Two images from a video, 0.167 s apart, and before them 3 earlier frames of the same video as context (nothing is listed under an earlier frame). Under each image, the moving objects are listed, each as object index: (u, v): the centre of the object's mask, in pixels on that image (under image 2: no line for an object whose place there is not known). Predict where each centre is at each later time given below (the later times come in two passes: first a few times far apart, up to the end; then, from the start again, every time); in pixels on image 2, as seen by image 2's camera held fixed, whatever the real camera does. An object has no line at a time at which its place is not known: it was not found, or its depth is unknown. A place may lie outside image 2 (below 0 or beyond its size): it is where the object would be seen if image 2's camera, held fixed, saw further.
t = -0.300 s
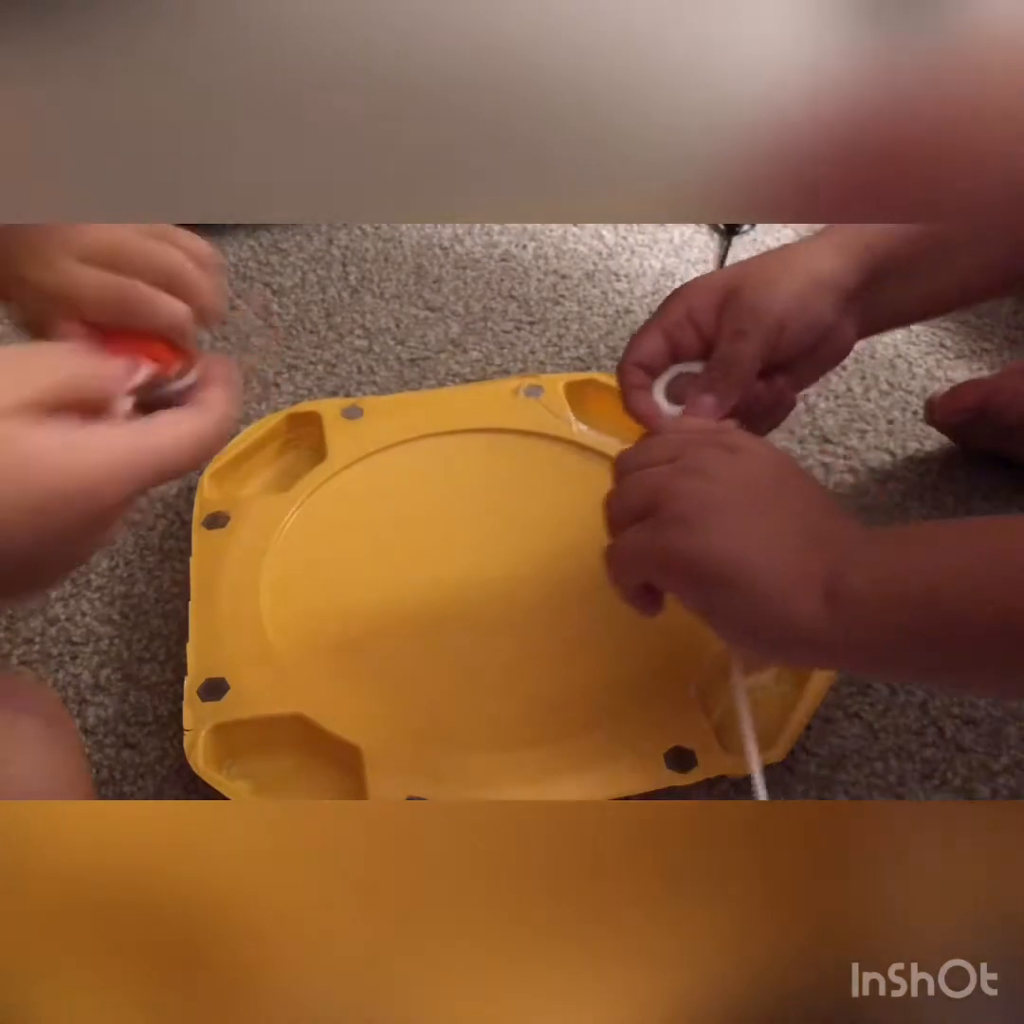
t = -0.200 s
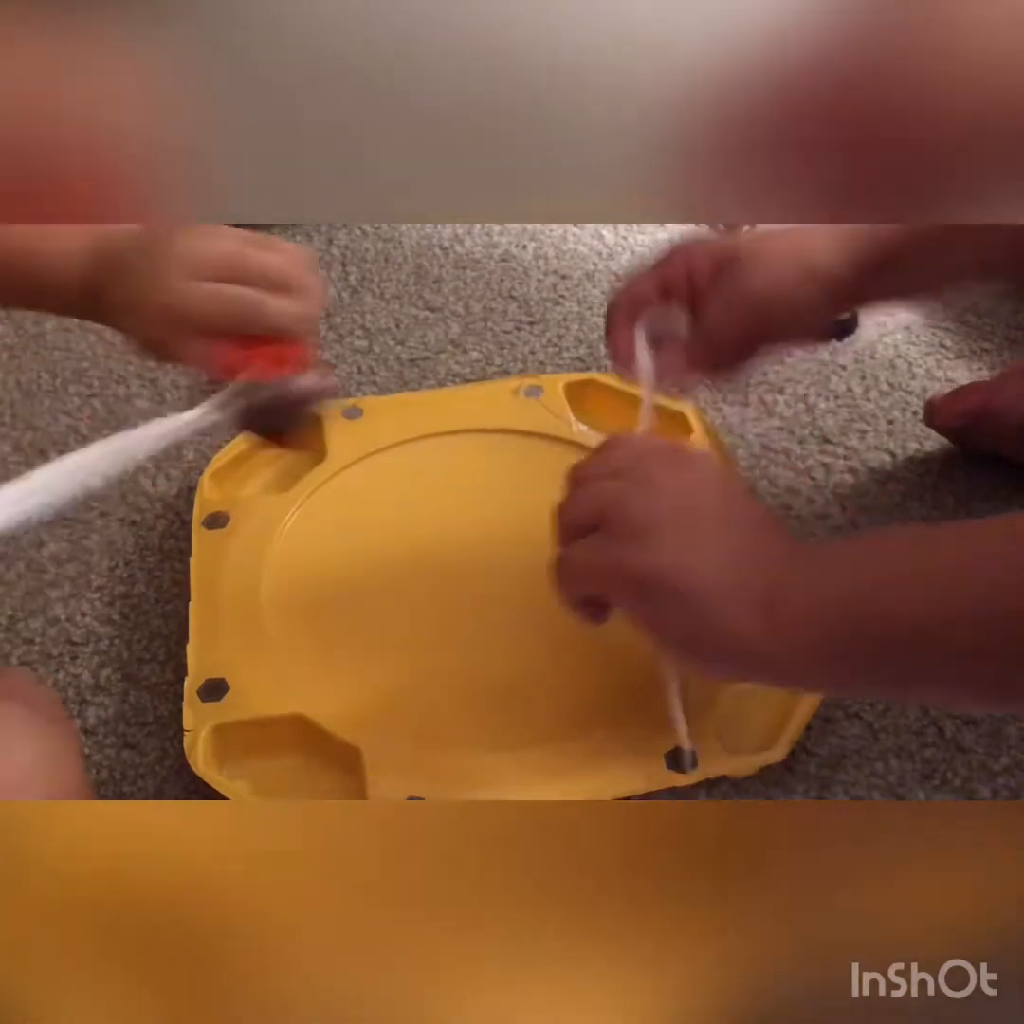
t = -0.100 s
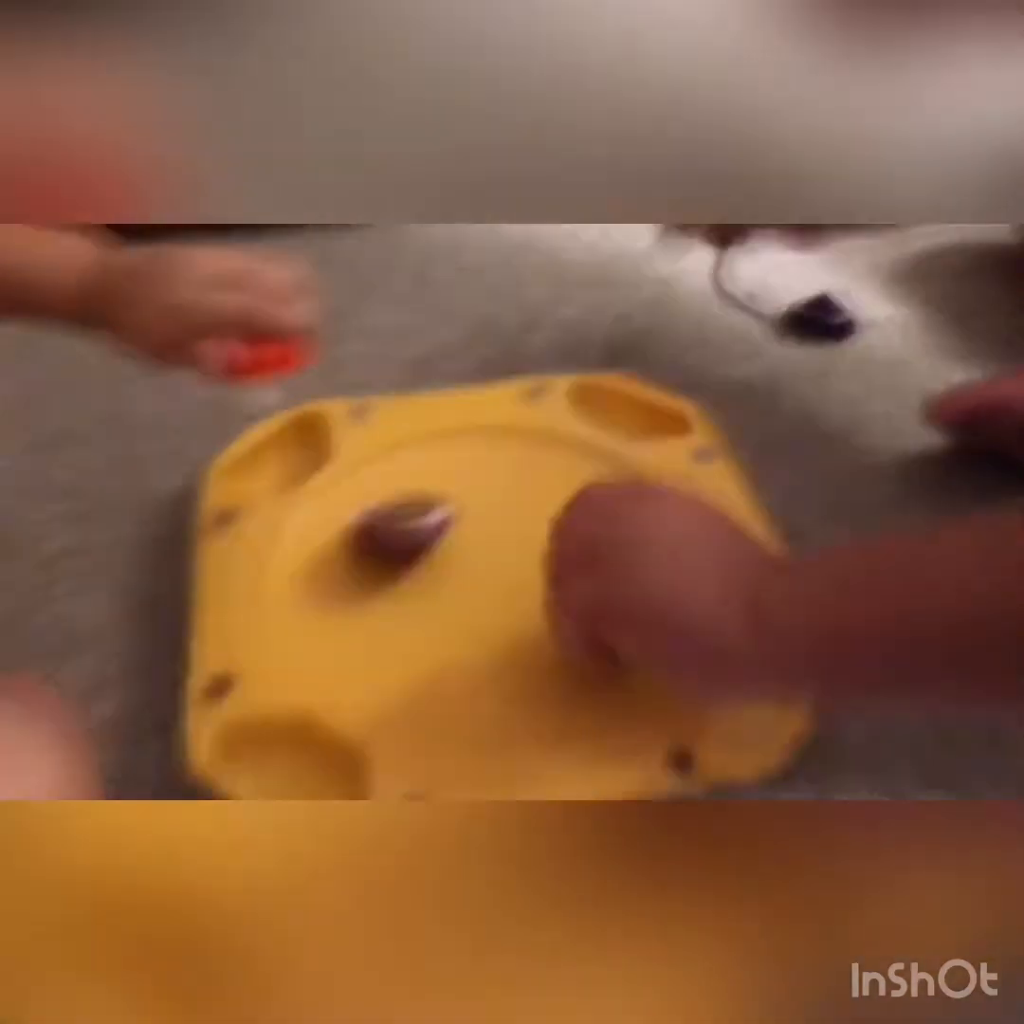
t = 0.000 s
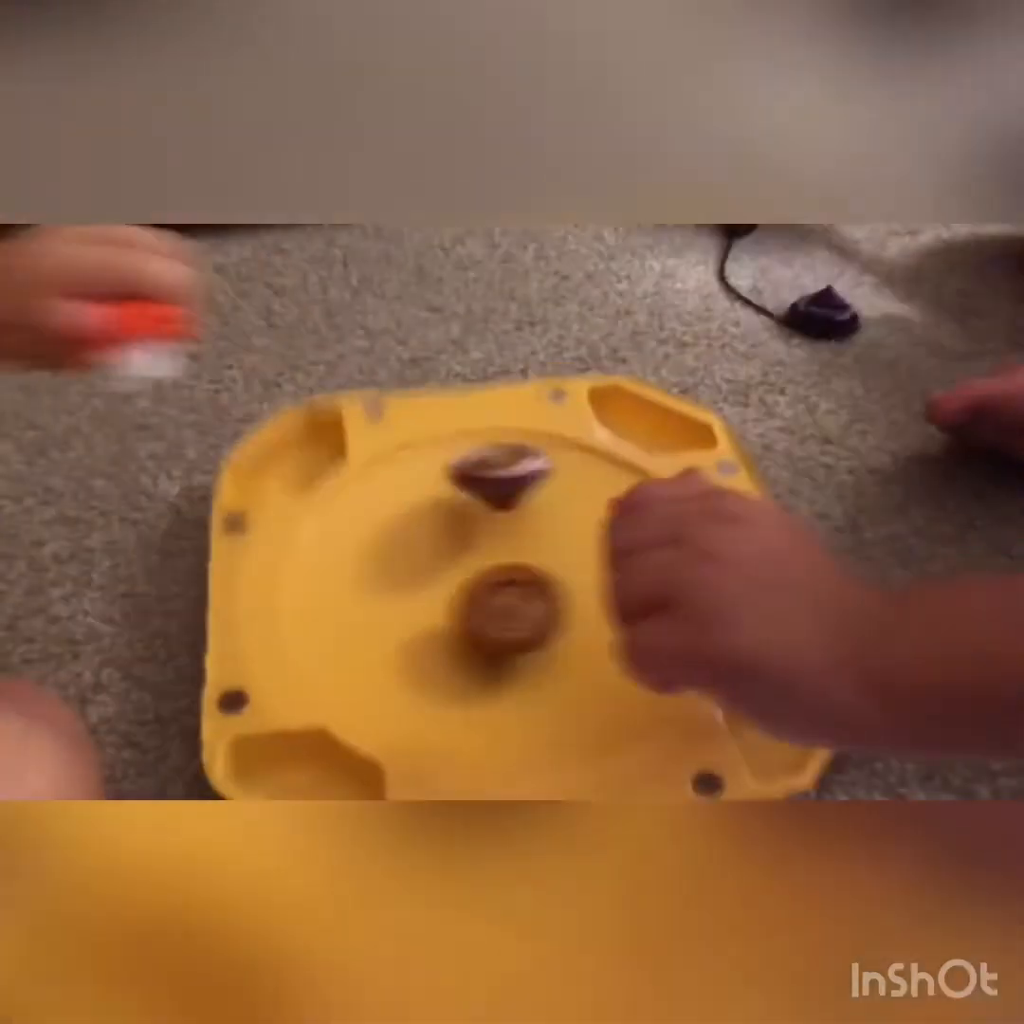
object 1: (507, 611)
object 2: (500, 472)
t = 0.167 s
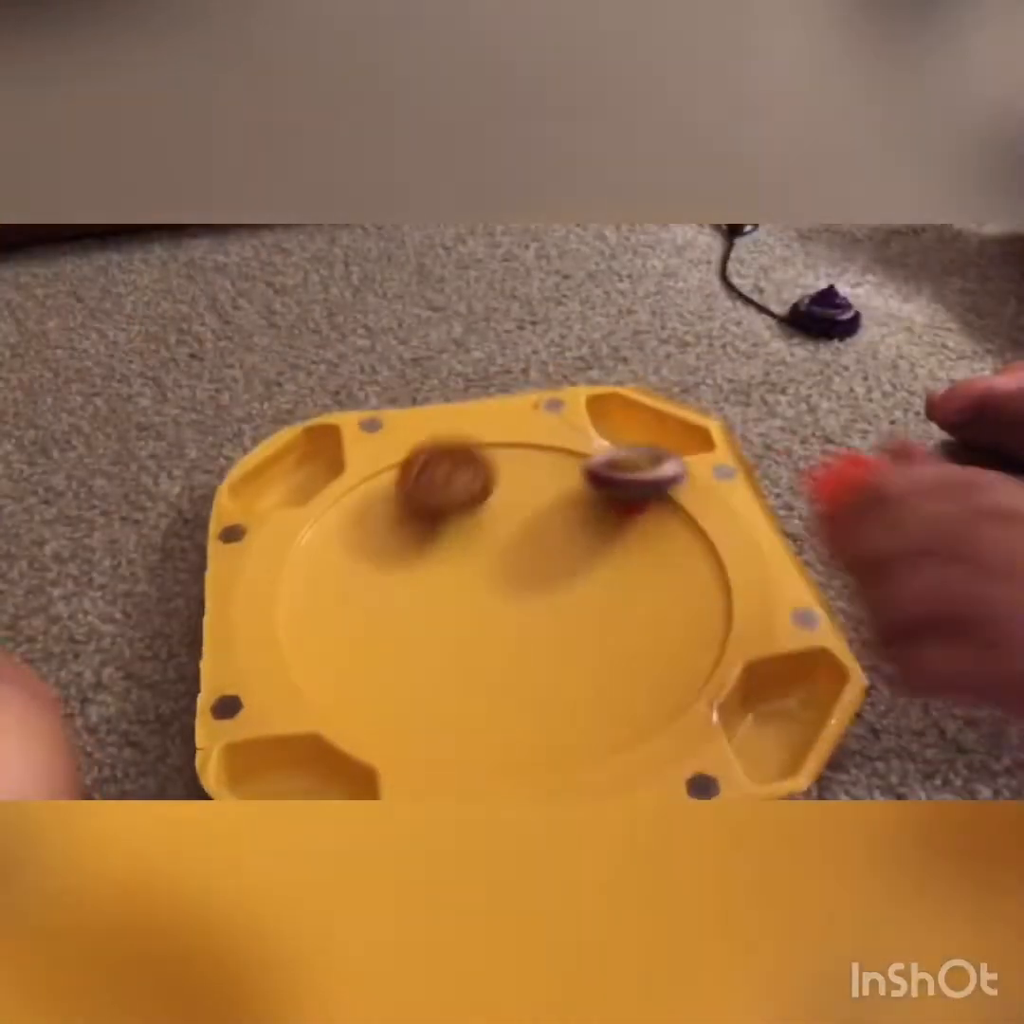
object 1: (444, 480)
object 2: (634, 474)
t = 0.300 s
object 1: (585, 427)
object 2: (665, 519)
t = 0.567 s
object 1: (556, 601)
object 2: (434, 650)
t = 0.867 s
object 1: (515, 452)
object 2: (300, 626)
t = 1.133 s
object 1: (688, 612)
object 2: (304, 519)
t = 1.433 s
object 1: (803, 701)
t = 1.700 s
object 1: (810, 699)
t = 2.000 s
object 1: (794, 675)
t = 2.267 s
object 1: (813, 738)
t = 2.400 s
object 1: (769, 768)
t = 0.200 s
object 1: (467, 455)
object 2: (649, 480)
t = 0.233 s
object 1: (501, 433)
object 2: (659, 491)
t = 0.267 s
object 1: (541, 426)
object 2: (665, 505)
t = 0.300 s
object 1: (585, 427)
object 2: (665, 519)
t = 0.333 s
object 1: (629, 447)
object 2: (658, 537)
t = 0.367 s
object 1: (662, 472)
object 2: (645, 554)
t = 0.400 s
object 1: (681, 499)
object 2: (628, 574)
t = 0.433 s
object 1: (681, 530)
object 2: (601, 593)
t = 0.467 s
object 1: (663, 559)
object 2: (566, 612)
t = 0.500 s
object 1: (632, 582)
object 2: (532, 623)
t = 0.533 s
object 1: (599, 594)
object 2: (484, 638)
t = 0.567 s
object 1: (556, 601)
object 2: (434, 650)
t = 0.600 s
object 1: (514, 594)
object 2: (388, 658)
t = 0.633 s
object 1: (478, 578)
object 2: (351, 655)
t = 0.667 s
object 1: (450, 559)
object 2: (328, 654)
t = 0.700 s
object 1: (432, 538)
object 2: (309, 656)
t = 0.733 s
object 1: (431, 512)
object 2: (297, 650)
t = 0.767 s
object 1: (439, 489)
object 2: (289, 644)
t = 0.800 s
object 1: (459, 469)
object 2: (286, 637)
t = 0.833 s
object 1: (484, 457)
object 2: (289, 630)
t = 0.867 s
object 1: (515, 452)
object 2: (300, 626)
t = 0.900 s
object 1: (547, 458)
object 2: (315, 616)
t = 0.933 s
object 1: (573, 476)
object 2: (334, 607)
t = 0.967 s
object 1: (588, 501)
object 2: (356, 597)
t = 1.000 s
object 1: (591, 528)
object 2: (379, 589)
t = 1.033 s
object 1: (576, 555)
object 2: (403, 579)
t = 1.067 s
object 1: (552, 577)
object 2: (426, 571)
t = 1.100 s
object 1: (597, 591)
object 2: (391, 551)
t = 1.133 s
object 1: (688, 612)
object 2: (304, 519)
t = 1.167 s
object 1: (734, 621)
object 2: (225, 491)
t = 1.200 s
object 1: (766, 635)
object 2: (157, 467)
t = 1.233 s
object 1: (799, 674)
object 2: (87, 459)
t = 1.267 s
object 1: (817, 701)
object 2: (40, 467)
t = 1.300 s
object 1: (816, 700)
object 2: (12, 485)
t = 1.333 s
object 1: (811, 705)
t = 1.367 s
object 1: (804, 717)
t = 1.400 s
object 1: (800, 706)
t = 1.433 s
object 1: (803, 701)
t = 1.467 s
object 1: (813, 688)
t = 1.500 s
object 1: (818, 688)
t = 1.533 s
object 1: (817, 689)
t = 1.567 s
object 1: (809, 693)
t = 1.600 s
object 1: (809, 699)
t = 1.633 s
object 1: (811, 696)
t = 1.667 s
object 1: (811, 699)
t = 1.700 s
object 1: (810, 699)
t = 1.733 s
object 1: (811, 699)
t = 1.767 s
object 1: (810, 701)
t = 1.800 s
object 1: (799, 709)
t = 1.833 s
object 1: (798, 712)
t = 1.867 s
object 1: (809, 709)
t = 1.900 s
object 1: (818, 704)
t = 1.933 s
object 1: (821, 699)
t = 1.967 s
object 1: (817, 703)
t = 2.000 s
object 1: (794, 675)
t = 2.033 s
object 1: (790, 654)
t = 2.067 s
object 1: (791, 650)
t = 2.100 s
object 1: (807, 662)
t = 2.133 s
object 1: (814, 679)
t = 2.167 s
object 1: (830, 690)
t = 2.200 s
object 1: (819, 702)
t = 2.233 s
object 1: (816, 722)
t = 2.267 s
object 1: (813, 738)
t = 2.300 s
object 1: (803, 748)
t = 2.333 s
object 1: (794, 758)
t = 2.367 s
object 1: (784, 763)
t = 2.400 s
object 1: (769, 768)
